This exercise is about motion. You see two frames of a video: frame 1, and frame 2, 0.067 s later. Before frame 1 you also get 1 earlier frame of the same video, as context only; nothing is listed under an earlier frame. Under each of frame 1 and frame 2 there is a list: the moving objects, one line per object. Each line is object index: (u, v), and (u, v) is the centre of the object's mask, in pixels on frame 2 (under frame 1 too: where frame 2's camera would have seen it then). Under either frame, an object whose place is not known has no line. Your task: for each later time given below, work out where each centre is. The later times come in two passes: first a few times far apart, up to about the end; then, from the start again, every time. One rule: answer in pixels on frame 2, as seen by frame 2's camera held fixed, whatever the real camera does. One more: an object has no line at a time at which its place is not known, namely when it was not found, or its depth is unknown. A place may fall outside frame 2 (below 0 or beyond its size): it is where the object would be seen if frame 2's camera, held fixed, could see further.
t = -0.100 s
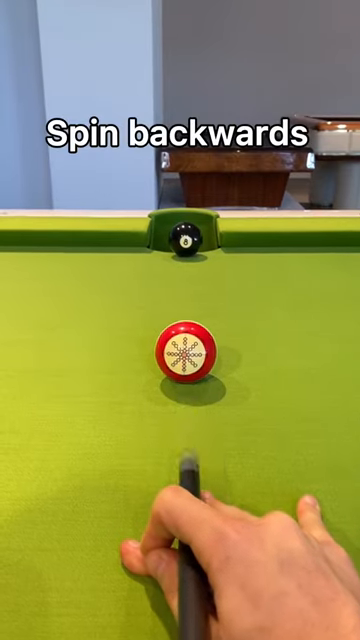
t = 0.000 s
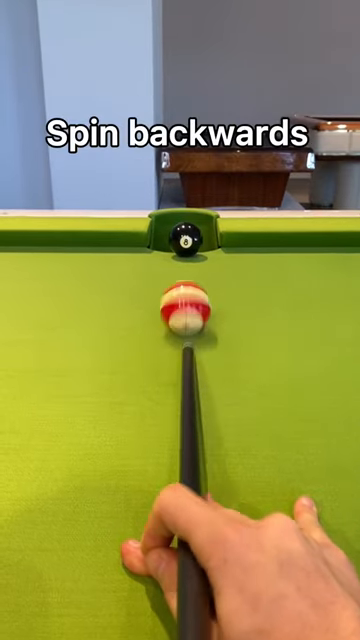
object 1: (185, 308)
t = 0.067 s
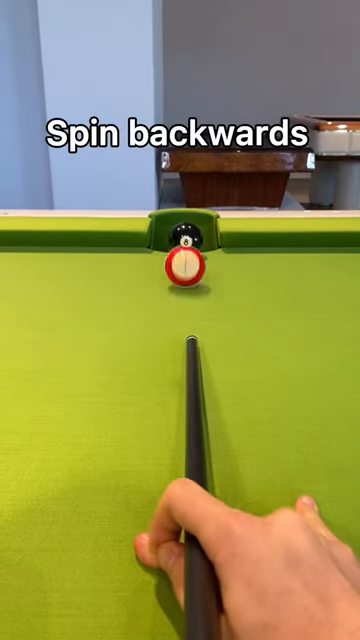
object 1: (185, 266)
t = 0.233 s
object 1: (177, 250)
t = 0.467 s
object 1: (166, 266)
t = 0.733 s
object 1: (151, 288)
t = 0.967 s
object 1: (136, 312)
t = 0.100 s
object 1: (185, 251)
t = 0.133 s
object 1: (183, 247)
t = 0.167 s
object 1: (181, 247)
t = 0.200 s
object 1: (179, 249)
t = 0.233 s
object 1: (177, 250)
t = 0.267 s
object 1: (176, 251)
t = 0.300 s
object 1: (174, 253)
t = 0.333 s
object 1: (172, 256)
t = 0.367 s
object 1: (171, 258)
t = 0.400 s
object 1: (169, 261)
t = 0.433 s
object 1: (168, 263)
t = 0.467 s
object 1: (166, 266)
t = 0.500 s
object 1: (165, 268)
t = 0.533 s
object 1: (163, 271)
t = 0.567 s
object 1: (161, 274)
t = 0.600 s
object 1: (159, 277)
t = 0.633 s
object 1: (157, 280)
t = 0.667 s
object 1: (155, 283)
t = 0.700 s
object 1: (153, 285)
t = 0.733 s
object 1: (151, 288)
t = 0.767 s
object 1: (149, 291)
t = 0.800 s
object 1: (146, 295)
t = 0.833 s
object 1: (144, 298)
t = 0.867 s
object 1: (143, 301)
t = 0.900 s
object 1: (140, 305)
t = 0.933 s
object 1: (138, 309)
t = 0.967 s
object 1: (136, 312)
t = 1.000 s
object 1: (133, 316)
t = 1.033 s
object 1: (130, 320)
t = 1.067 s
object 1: (127, 324)
